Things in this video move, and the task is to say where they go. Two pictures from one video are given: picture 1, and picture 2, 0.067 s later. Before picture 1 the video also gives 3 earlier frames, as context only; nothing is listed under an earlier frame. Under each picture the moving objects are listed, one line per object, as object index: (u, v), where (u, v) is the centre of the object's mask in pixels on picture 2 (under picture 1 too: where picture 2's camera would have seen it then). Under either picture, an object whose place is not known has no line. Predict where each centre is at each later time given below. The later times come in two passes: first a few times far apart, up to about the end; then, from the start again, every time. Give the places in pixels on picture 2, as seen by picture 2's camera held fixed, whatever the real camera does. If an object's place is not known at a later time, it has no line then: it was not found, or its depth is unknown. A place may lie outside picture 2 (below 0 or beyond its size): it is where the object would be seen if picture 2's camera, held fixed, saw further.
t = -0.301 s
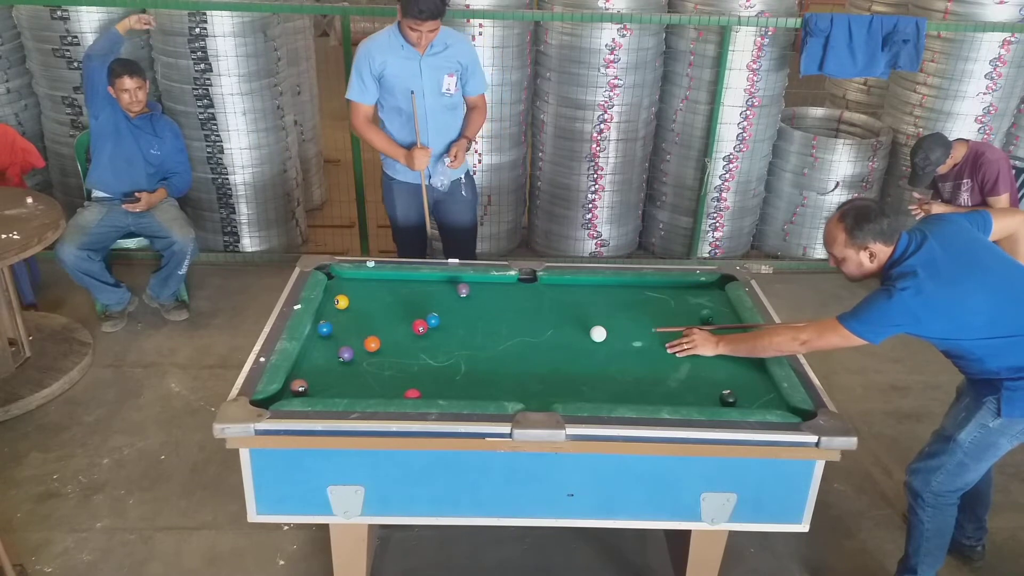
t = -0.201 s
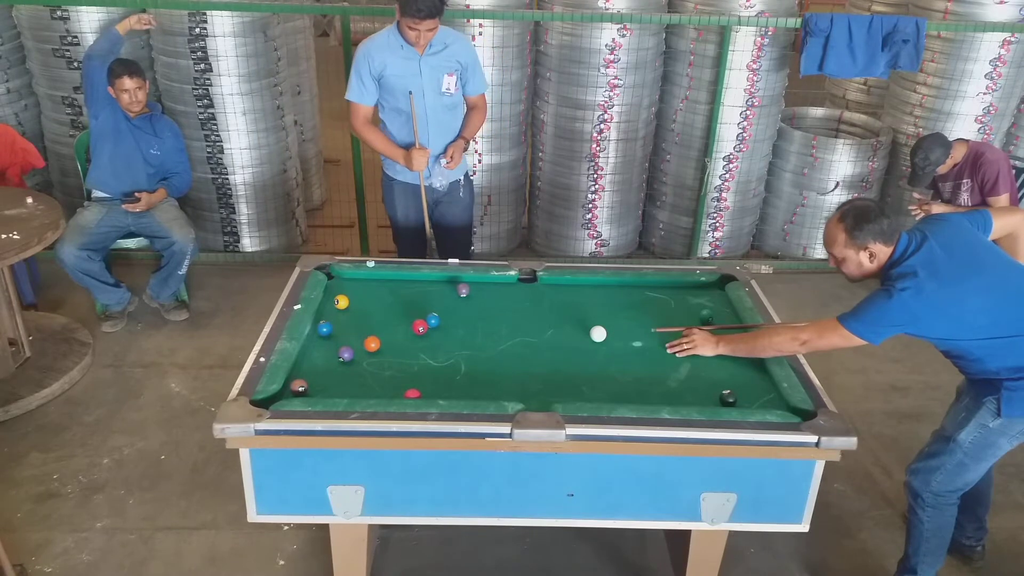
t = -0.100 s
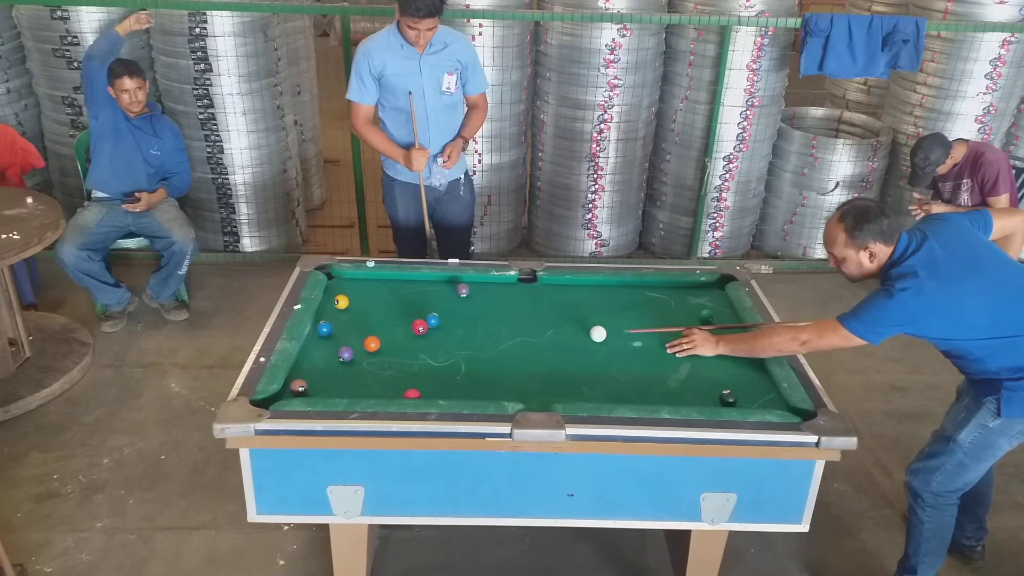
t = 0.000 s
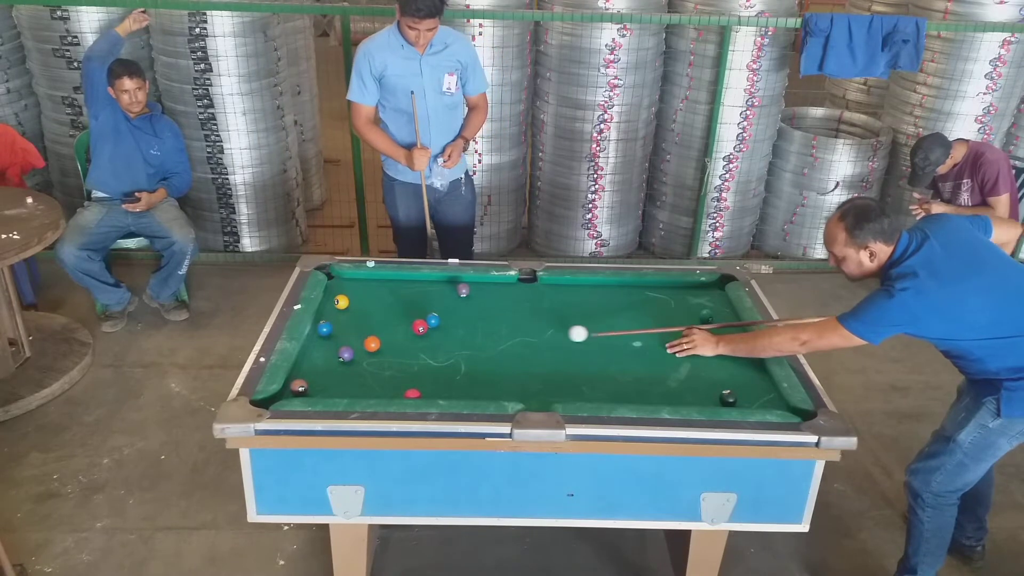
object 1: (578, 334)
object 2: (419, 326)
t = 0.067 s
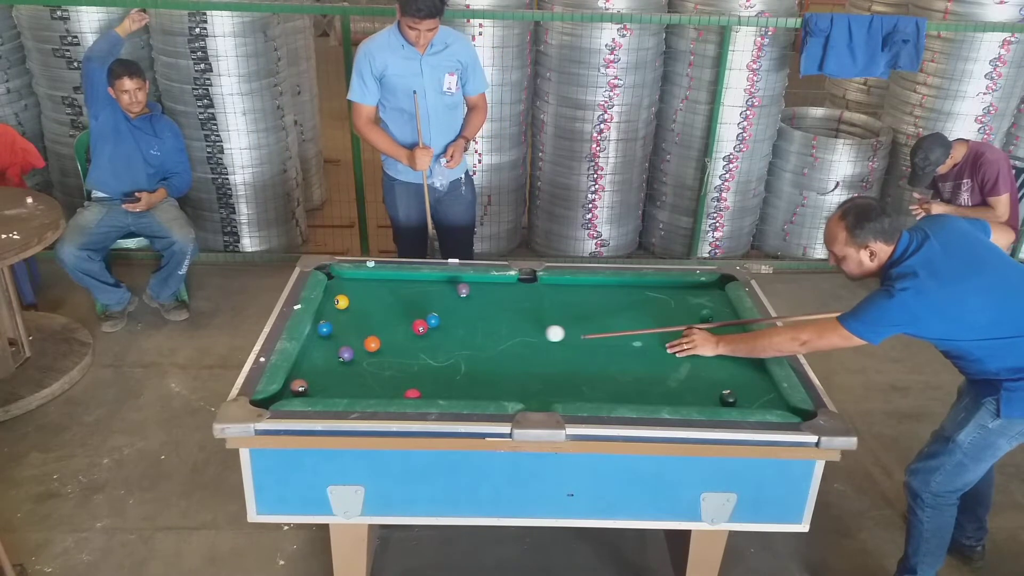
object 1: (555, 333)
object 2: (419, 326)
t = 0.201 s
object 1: (512, 333)
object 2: (419, 326)
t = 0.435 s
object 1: (437, 333)
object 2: (419, 326)
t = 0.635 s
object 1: (385, 339)
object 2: (410, 319)
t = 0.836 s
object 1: (363, 337)
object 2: (400, 311)
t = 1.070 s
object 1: (342, 333)
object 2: (391, 303)
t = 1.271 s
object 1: (331, 332)
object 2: (383, 297)
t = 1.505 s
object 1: (325, 333)
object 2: (376, 290)
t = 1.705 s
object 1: (321, 333)
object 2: (371, 285)
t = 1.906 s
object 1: (320, 333)
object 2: (366, 281)
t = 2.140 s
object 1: (320, 332)
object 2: (361, 277)
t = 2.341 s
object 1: (320, 332)
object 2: (359, 278)
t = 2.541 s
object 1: (320, 332)
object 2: (357, 280)
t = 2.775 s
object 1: (320, 332)
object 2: (356, 281)
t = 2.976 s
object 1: (320, 332)
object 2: (356, 281)
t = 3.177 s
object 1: (320, 332)
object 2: (357, 281)
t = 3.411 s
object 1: (320, 332)
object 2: (357, 281)
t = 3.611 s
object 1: (320, 332)
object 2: (357, 281)
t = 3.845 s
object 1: (320, 332)
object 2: (357, 281)
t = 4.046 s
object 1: (320, 332)
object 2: (357, 281)
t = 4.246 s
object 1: (320, 332)
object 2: (357, 281)
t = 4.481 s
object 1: (320, 332)
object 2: (357, 281)
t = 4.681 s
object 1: (320, 332)
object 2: (357, 281)
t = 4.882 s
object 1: (320, 332)
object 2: (357, 281)
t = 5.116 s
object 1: (320, 332)
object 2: (357, 281)
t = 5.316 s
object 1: (320, 332)
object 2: (357, 281)
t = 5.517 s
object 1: (320, 332)
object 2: (357, 281)
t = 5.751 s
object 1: (320, 332)
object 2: (357, 281)
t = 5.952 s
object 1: (320, 332)
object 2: (357, 281)
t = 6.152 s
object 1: (320, 332)
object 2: (357, 281)
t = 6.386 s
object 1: (320, 332)
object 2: (357, 281)
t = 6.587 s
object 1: (320, 332)
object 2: (357, 281)
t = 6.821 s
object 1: (320, 332)
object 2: (357, 281)
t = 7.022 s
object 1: (320, 332)
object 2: (357, 281)
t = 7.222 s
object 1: (320, 332)
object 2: (357, 281)
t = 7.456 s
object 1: (320, 332)
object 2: (357, 281)
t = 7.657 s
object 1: (320, 332)
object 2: (357, 281)
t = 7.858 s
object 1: (320, 332)
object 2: (357, 281)
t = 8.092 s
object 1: (320, 332)
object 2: (357, 281)
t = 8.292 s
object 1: (320, 332)
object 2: (357, 281)
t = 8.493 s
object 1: (320, 332)
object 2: (357, 281)
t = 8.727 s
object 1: (320, 332)
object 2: (357, 281)
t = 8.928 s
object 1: (320, 332)
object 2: (357, 281)
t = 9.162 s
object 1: (320, 332)
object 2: (357, 281)
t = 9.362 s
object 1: (320, 332)
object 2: (357, 281)
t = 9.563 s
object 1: (320, 332)
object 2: (357, 281)
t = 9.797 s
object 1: (320, 332)
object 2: (357, 281)
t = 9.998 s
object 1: (320, 332)
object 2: (357, 281)
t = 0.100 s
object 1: (544, 334)
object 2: (419, 326)
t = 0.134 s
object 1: (533, 334)
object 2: (419, 326)
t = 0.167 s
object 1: (523, 333)
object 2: (419, 326)
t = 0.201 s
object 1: (512, 333)
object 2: (419, 326)
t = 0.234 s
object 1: (501, 333)
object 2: (419, 326)
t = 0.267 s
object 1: (490, 333)
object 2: (419, 326)
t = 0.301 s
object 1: (480, 333)
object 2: (419, 326)
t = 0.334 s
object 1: (469, 333)
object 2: (419, 326)
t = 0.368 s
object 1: (459, 333)
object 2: (419, 326)
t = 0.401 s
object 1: (448, 333)
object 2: (419, 326)
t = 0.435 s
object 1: (437, 333)
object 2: (419, 326)
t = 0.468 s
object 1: (427, 333)
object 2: (418, 324)
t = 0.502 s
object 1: (418, 335)
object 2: (417, 322)
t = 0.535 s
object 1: (409, 336)
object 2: (416, 322)
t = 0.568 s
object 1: (399, 337)
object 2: (414, 321)
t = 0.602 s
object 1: (390, 338)
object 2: (412, 320)
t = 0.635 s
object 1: (385, 339)
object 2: (410, 319)
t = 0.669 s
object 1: (381, 338)
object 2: (408, 317)
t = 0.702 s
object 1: (377, 338)
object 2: (407, 316)
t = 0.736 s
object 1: (374, 338)
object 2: (405, 315)
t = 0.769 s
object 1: (370, 338)
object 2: (403, 314)
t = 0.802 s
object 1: (366, 338)
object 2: (402, 312)
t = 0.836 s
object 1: (363, 337)
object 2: (400, 311)
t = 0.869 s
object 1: (359, 337)
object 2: (399, 309)
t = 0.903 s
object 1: (356, 336)
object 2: (398, 308)
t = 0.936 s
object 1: (353, 335)
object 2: (396, 307)
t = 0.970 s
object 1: (350, 335)
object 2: (394, 306)
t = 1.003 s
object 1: (347, 334)
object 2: (393, 305)
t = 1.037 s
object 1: (344, 334)
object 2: (392, 304)
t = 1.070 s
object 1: (342, 333)
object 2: (391, 303)
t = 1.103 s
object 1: (339, 332)
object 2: (389, 302)
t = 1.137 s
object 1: (336, 332)
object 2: (388, 301)
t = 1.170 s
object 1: (335, 332)
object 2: (387, 300)
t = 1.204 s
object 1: (334, 332)
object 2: (385, 298)
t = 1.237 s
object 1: (333, 332)
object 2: (384, 297)
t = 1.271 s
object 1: (331, 332)
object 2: (383, 297)
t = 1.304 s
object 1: (331, 332)
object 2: (382, 296)
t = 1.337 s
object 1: (329, 333)
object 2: (381, 295)
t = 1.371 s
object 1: (328, 333)
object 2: (380, 294)
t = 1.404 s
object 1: (327, 333)
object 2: (379, 293)
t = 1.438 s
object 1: (327, 333)
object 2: (378, 291)
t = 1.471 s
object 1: (326, 333)
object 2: (377, 290)
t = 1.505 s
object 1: (325, 333)
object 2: (376, 290)
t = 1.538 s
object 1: (324, 333)
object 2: (375, 289)
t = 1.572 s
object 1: (324, 333)
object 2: (374, 288)
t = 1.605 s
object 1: (323, 333)
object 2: (373, 288)
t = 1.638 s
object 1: (322, 333)
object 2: (373, 287)
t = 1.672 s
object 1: (322, 333)
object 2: (372, 286)
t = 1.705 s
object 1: (321, 333)
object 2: (371, 285)
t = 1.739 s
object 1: (321, 333)
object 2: (370, 284)
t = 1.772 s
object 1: (321, 333)
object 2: (369, 284)
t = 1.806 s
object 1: (321, 333)
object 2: (368, 283)
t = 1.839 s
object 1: (320, 333)
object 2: (368, 282)
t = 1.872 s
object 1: (320, 333)
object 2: (367, 281)
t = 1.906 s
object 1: (320, 333)
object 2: (366, 281)
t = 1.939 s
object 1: (320, 333)
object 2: (365, 280)
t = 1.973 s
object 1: (320, 333)
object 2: (364, 280)
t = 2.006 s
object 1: (320, 332)
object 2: (364, 279)
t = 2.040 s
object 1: (320, 332)
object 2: (363, 278)
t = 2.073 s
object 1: (320, 332)
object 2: (362, 278)
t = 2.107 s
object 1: (320, 332)
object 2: (362, 277)
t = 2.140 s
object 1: (320, 332)
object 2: (361, 277)
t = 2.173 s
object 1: (320, 332)
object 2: (361, 277)
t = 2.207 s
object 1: (320, 332)
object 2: (360, 277)
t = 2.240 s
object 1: (320, 332)
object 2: (360, 278)
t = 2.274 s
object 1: (320, 332)
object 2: (359, 278)
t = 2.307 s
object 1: (320, 332)
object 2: (359, 278)
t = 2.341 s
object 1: (320, 332)
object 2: (359, 278)
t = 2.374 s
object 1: (320, 332)
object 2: (358, 278)
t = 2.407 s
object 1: (320, 332)
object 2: (358, 279)
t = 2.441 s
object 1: (320, 332)
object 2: (358, 279)
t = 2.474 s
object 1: (320, 332)
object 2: (357, 279)
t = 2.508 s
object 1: (320, 332)
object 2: (357, 279)
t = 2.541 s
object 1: (320, 332)
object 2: (357, 280)
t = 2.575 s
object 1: (320, 332)
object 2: (357, 280)
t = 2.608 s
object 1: (320, 332)
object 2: (357, 280)
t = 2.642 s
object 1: (320, 332)
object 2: (356, 280)
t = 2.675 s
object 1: (320, 332)
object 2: (356, 280)
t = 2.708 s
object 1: (320, 332)
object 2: (356, 281)
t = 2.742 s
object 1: (320, 332)
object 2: (356, 281)
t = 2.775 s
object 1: (320, 332)
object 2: (356, 281)
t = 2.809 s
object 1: (320, 332)
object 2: (356, 281)
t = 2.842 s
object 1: (320, 332)
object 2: (356, 281)
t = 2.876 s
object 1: (320, 332)
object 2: (356, 281)
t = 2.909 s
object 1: (320, 332)
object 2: (356, 281)
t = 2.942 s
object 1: (320, 332)
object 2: (356, 281)
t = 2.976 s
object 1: (320, 332)
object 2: (356, 281)
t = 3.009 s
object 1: (320, 332)
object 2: (356, 281)
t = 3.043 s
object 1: (320, 332)
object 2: (356, 281)
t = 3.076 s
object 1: (320, 332)
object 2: (356, 281)
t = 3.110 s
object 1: (320, 332)
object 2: (356, 281)
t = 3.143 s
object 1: (320, 332)
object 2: (356, 281)
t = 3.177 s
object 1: (320, 332)
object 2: (357, 281)
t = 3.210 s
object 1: (320, 332)
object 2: (357, 281)
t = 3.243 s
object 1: (320, 332)
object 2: (357, 281)
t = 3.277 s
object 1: (320, 332)
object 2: (357, 281)
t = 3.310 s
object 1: (320, 332)
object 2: (357, 281)
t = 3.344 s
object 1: (320, 332)
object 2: (357, 281)
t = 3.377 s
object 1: (320, 332)
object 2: (357, 281)
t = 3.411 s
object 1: (320, 332)
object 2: (357, 281)
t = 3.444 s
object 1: (320, 332)
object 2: (357, 281)
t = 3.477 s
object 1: (320, 332)
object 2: (357, 281)
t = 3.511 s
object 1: (320, 332)
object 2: (357, 281)
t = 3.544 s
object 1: (320, 332)
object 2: (357, 281)
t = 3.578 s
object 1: (320, 332)
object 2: (357, 281)
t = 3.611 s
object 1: (320, 332)
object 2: (357, 281)
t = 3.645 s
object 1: (320, 332)
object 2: (357, 281)
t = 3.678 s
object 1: (320, 332)
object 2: (357, 281)
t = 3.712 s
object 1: (320, 332)
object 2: (357, 281)
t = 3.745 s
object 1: (320, 332)
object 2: (357, 281)
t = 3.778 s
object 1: (321, 332)
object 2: (357, 281)
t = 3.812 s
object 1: (321, 332)
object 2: (357, 281)
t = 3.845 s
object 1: (320, 332)
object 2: (357, 281)
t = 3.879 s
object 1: (320, 332)
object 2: (357, 281)
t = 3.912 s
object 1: (320, 332)
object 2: (357, 281)
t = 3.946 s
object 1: (320, 332)
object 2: (357, 281)
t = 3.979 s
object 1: (320, 332)
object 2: (357, 281)
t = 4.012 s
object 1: (320, 332)
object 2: (357, 281)
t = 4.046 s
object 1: (320, 332)
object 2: (357, 281)
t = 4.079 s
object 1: (320, 332)
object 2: (357, 281)
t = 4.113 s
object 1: (320, 332)
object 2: (357, 281)
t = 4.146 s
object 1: (320, 332)
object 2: (357, 281)
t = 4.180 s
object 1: (320, 332)
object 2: (357, 281)
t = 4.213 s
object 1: (320, 332)
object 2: (357, 281)
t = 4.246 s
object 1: (320, 332)
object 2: (357, 281)
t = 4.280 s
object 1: (320, 332)
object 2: (357, 281)
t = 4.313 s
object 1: (320, 332)
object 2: (357, 281)
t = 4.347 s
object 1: (320, 332)
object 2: (357, 281)
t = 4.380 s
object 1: (320, 332)
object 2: (357, 281)
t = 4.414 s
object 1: (320, 332)
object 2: (357, 281)
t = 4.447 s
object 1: (320, 332)
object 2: (357, 281)
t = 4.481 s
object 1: (320, 332)
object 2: (357, 281)
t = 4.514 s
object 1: (320, 332)
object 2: (357, 281)
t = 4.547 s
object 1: (320, 332)
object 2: (357, 281)
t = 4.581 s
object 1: (320, 332)
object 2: (357, 281)
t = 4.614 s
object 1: (320, 332)
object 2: (357, 281)
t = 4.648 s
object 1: (320, 332)
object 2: (357, 281)
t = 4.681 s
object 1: (320, 332)
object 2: (357, 281)
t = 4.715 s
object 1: (320, 332)
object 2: (357, 281)
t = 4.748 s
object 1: (320, 332)
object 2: (357, 281)
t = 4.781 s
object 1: (320, 332)
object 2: (357, 281)
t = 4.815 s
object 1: (320, 332)
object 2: (357, 281)
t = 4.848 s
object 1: (320, 332)
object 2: (357, 281)
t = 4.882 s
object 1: (320, 332)
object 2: (357, 281)
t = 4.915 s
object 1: (320, 332)
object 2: (357, 281)
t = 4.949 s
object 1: (320, 332)
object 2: (357, 281)
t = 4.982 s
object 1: (320, 332)
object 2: (357, 281)
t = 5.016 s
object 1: (320, 332)
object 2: (357, 281)
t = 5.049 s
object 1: (320, 332)
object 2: (357, 281)
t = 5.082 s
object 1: (320, 332)
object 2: (357, 281)
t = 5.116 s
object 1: (320, 332)
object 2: (357, 281)
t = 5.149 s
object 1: (320, 332)
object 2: (357, 281)
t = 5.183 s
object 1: (320, 332)
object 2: (357, 281)
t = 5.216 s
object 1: (320, 332)
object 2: (357, 281)
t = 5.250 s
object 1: (320, 332)
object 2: (357, 281)
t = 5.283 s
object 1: (320, 332)
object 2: (357, 281)
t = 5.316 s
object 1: (320, 332)
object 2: (357, 281)
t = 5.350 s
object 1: (320, 332)
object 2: (357, 281)
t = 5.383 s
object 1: (320, 332)
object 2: (357, 281)
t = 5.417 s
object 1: (320, 332)
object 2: (357, 281)
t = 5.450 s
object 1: (320, 332)
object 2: (357, 281)
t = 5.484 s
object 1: (320, 332)
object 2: (357, 281)
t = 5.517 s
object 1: (320, 332)
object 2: (357, 281)
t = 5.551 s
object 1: (320, 332)
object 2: (357, 281)
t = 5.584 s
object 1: (320, 332)
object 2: (357, 281)
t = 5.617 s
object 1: (320, 332)
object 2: (357, 281)
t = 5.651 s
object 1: (320, 332)
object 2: (357, 281)
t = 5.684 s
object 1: (320, 332)
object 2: (357, 281)
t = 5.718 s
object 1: (320, 332)
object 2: (357, 281)
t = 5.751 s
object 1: (320, 332)
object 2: (357, 281)
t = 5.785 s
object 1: (320, 332)
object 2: (357, 281)
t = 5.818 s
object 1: (320, 332)
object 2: (357, 281)
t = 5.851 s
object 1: (321, 332)
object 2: (357, 281)
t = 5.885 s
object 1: (320, 332)
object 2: (357, 281)
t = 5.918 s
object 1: (320, 332)
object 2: (357, 281)
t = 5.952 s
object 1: (320, 332)
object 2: (357, 281)
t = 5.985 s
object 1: (320, 332)
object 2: (357, 281)
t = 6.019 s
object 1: (320, 332)
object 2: (357, 281)
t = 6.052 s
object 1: (320, 332)
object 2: (357, 281)
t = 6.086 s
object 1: (320, 332)
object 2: (357, 281)
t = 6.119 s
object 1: (320, 332)
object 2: (357, 281)
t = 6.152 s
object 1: (320, 332)
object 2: (357, 281)
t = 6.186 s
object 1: (321, 332)
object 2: (357, 281)
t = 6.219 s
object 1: (321, 332)
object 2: (357, 281)
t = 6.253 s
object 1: (321, 332)
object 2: (357, 281)
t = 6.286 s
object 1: (321, 332)
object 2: (357, 281)
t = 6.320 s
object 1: (321, 332)
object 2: (357, 281)
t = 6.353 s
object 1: (321, 332)
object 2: (357, 281)
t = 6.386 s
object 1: (320, 332)
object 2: (357, 281)
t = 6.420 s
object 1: (320, 332)
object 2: (357, 281)
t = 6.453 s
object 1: (320, 332)
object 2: (357, 281)
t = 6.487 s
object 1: (320, 332)
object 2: (357, 281)
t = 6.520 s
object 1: (320, 332)
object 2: (357, 281)
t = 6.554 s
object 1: (320, 332)
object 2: (357, 281)
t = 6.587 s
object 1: (320, 332)
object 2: (357, 281)
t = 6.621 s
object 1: (320, 332)
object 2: (357, 281)
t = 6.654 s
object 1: (320, 332)
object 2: (357, 281)
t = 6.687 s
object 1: (320, 332)
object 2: (357, 281)
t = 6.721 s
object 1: (320, 332)
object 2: (357, 281)
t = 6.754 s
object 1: (320, 332)
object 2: (357, 281)
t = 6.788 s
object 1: (320, 332)
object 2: (357, 281)
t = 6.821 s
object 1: (320, 332)
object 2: (357, 281)
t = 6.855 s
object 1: (320, 332)
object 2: (357, 281)
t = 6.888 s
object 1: (320, 332)
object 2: (357, 281)
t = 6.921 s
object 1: (320, 332)
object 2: (357, 281)
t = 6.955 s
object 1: (320, 332)
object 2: (357, 281)
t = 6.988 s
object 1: (320, 332)
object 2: (357, 281)
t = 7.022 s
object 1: (320, 332)
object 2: (357, 281)
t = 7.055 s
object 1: (320, 332)
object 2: (357, 281)
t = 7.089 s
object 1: (320, 332)
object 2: (357, 281)
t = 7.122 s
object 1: (320, 332)
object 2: (357, 281)
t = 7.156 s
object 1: (320, 332)
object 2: (357, 281)
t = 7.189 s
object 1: (320, 332)
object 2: (357, 281)
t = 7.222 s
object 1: (320, 332)
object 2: (357, 281)
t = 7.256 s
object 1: (320, 332)
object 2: (357, 281)
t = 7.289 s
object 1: (320, 332)
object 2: (357, 281)
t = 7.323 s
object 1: (320, 332)
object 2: (357, 281)
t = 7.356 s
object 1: (320, 332)
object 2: (357, 281)
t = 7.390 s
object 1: (320, 332)
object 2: (357, 281)
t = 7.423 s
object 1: (320, 332)
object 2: (357, 281)
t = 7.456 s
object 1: (320, 332)
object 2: (357, 281)
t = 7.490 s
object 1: (320, 332)
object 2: (357, 281)
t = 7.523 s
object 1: (320, 332)
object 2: (357, 281)
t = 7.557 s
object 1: (320, 332)
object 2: (357, 281)
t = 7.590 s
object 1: (320, 332)
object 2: (357, 281)
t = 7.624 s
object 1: (320, 332)
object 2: (357, 281)
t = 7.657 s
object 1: (320, 332)
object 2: (357, 281)
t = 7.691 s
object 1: (320, 332)
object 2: (357, 281)
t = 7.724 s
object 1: (320, 332)
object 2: (357, 281)
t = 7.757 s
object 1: (320, 332)
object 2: (357, 281)
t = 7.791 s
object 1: (320, 332)
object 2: (357, 281)
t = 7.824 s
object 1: (320, 332)
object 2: (357, 281)
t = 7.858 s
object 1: (320, 332)
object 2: (357, 281)
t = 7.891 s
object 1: (320, 332)
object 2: (357, 281)
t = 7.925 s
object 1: (320, 332)
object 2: (357, 281)
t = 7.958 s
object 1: (320, 332)
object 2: (357, 281)
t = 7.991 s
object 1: (320, 332)
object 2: (357, 281)
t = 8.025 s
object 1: (320, 332)
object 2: (357, 281)
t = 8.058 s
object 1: (320, 332)
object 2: (357, 281)
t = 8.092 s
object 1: (320, 332)
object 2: (357, 281)
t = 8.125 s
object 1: (320, 332)
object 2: (357, 281)
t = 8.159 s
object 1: (320, 332)
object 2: (357, 281)
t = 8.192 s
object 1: (320, 332)
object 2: (357, 281)
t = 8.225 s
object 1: (320, 332)
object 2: (357, 281)
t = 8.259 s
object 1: (320, 332)
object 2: (357, 281)
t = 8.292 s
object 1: (320, 332)
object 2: (357, 281)
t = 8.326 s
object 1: (320, 332)
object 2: (357, 281)
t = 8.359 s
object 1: (320, 332)
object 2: (357, 281)
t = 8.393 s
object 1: (320, 332)
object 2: (357, 281)
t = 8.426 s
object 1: (320, 332)
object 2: (357, 281)
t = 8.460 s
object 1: (320, 332)
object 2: (357, 281)
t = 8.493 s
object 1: (320, 332)
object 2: (357, 281)
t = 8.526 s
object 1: (320, 332)
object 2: (357, 281)
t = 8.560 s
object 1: (320, 332)
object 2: (357, 281)
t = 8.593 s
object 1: (320, 332)
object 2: (357, 281)
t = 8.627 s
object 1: (320, 332)
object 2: (357, 281)
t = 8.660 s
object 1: (320, 332)
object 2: (357, 281)
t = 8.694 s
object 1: (320, 332)
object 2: (357, 281)
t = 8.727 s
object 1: (320, 332)
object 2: (357, 281)
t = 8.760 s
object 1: (320, 332)
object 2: (357, 281)
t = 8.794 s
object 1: (320, 332)
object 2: (357, 281)
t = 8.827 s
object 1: (320, 332)
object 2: (357, 281)
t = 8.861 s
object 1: (320, 332)
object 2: (357, 281)
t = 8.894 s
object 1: (320, 332)
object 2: (357, 281)
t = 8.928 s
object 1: (320, 332)
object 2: (357, 281)
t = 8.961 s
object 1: (321, 332)
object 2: (357, 281)
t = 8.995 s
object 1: (321, 332)
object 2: (357, 281)
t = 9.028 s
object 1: (321, 332)
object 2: (357, 281)
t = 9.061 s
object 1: (320, 332)
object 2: (357, 281)
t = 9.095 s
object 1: (320, 332)
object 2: (357, 281)
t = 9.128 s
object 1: (320, 332)
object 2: (357, 281)
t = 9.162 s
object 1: (320, 332)
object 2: (357, 281)
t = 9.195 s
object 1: (320, 332)
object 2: (357, 281)
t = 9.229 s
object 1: (321, 332)
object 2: (357, 281)
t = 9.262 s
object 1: (320, 332)
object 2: (357, 281)
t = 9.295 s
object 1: (320, 332)
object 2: (357, 281)
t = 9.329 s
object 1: (320, 332)
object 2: (357, 281)
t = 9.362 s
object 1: (320, 332)
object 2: (357, 281)
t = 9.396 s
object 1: (320, 332)
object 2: (357, 281)
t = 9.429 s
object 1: (320, 332)
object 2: (357, 281)
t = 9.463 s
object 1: (320, 332)
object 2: (357, 281)
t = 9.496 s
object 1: (320, 332)
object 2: (357, 281)
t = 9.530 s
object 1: (320, 332)
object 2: (357, 281)
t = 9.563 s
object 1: (320, 332)
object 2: (357, 281)
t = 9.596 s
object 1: (320, 332)
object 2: (357, 281)
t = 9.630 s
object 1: (320, 332)
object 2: (357, 281)
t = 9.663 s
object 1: (320, 332)
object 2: (357, 281)
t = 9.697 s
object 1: (320, 332)
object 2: (357, 281)
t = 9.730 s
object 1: (320, 332)
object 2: (357, 281)
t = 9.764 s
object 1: (320, 332)
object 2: (357, 281)
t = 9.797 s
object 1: (320, 332)
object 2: (357, 281)
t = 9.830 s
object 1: (320, 332)
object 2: (357, 281)
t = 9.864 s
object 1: (320, 332)
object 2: (357, 281)
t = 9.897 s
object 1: (320, 332)
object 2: (357, 281)
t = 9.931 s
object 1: (320, 332)
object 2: (357, 281)
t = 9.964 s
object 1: (320, 332)
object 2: (357, 281)
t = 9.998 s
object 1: (320, 332)
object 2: (357, 281)
